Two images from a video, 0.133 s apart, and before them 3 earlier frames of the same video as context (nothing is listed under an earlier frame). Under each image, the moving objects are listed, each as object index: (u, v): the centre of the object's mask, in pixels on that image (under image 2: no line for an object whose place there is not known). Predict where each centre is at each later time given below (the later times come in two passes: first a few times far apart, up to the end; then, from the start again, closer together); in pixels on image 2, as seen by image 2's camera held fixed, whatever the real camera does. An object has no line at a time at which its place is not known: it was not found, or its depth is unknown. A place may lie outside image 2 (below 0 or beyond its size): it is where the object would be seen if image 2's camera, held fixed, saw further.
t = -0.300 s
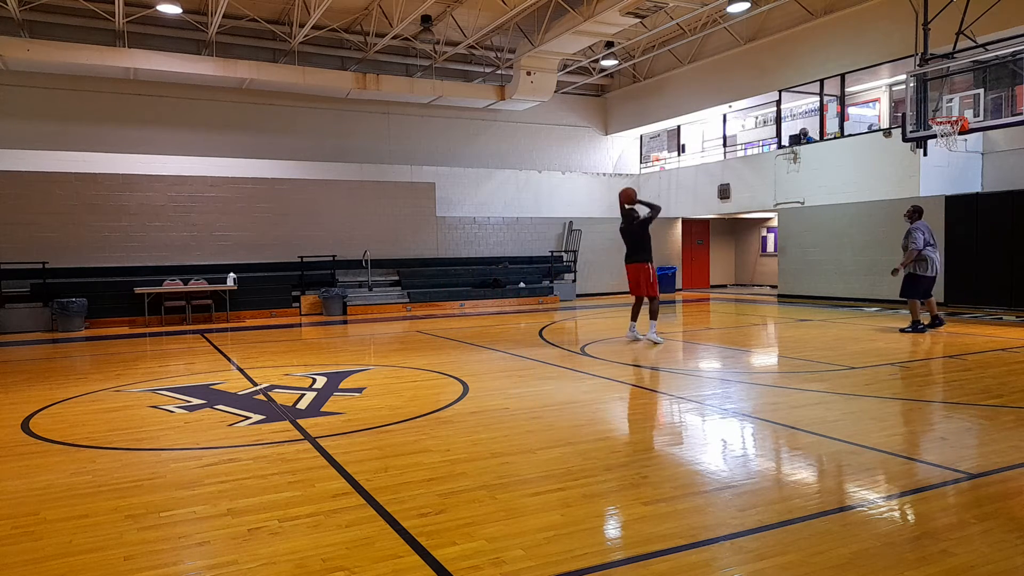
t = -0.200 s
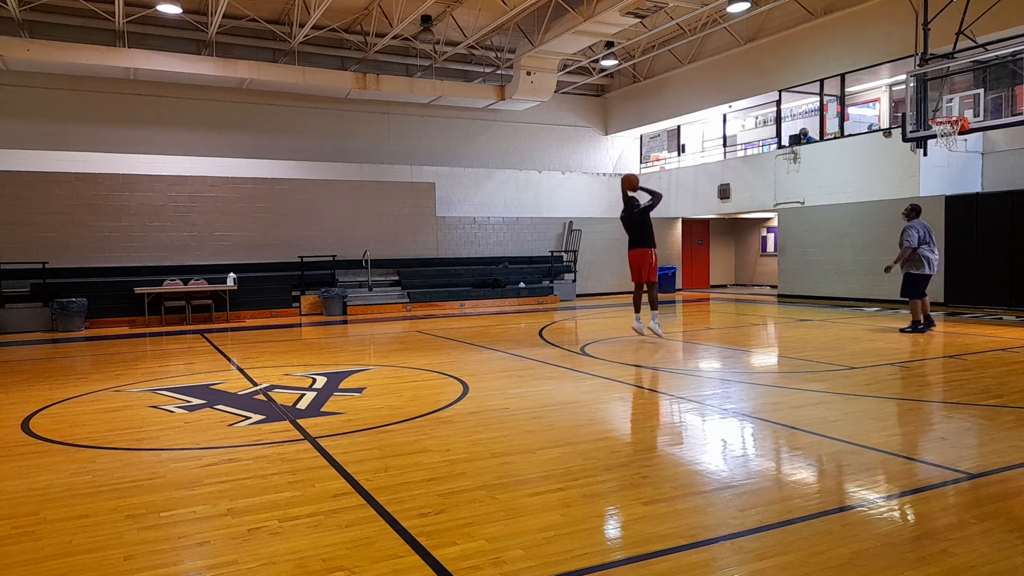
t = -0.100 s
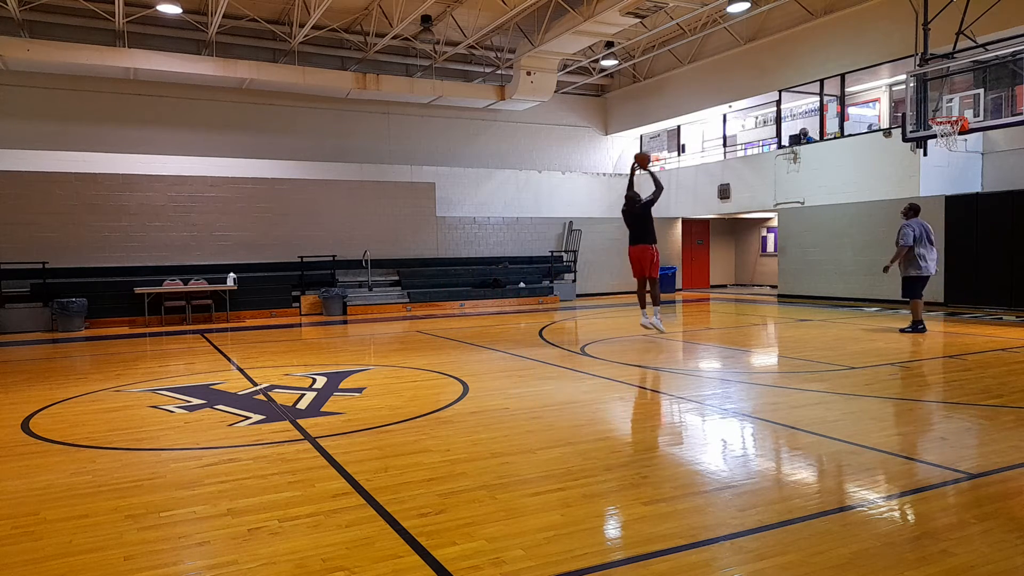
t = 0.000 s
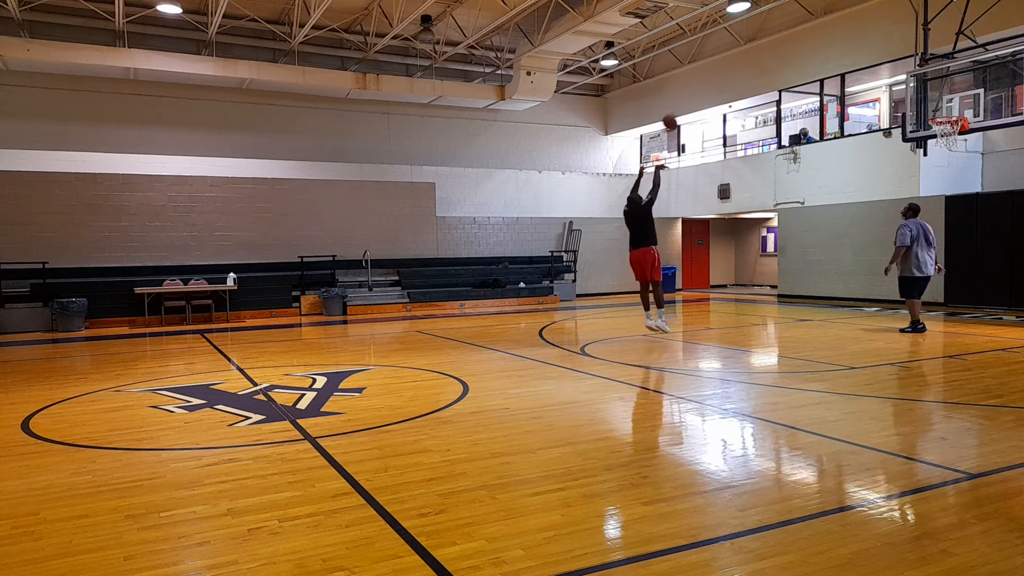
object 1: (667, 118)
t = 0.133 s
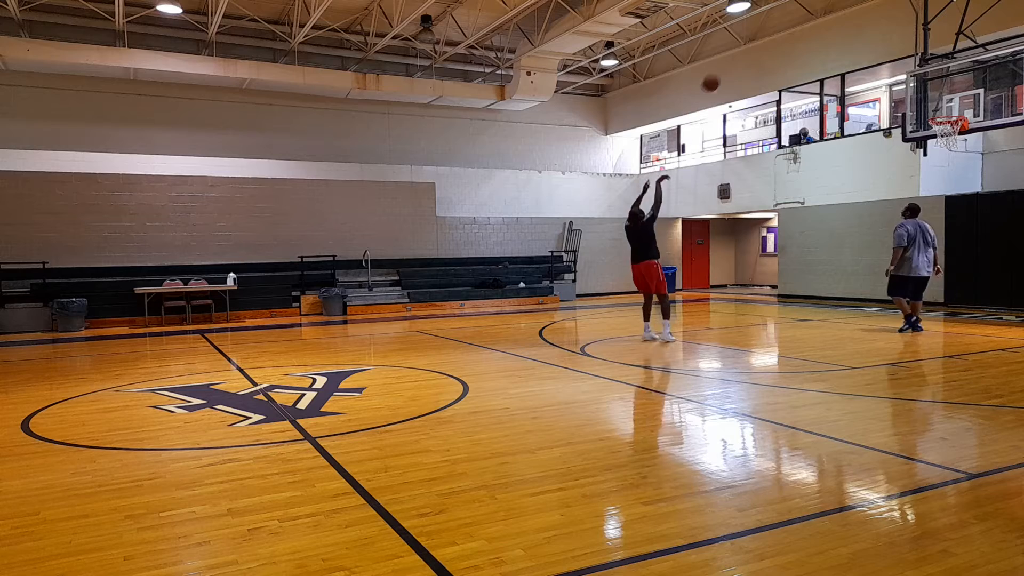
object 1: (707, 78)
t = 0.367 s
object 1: (778, 40)
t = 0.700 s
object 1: (871, 52)
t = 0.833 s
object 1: (911, 81)
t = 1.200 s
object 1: (972, 165)
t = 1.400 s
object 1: (988, 223)
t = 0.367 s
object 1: (778, 40)
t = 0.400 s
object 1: (787, 38)
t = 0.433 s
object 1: (797, 34)
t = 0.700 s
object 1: (871, 52)
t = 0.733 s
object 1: (879, 57)
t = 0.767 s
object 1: (890, 64)
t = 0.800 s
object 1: (900, 72)
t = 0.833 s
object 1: (911, 81)
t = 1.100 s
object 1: (964, 146)
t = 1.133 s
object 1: (967, 152)
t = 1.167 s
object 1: (969, 159)
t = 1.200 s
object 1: (972, 165)
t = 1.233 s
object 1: (974, 173)
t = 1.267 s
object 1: (977, 182)
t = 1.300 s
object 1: (980, 193)
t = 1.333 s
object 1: (983, 202)
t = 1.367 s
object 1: (986, 212)
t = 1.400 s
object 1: (988, 223)
